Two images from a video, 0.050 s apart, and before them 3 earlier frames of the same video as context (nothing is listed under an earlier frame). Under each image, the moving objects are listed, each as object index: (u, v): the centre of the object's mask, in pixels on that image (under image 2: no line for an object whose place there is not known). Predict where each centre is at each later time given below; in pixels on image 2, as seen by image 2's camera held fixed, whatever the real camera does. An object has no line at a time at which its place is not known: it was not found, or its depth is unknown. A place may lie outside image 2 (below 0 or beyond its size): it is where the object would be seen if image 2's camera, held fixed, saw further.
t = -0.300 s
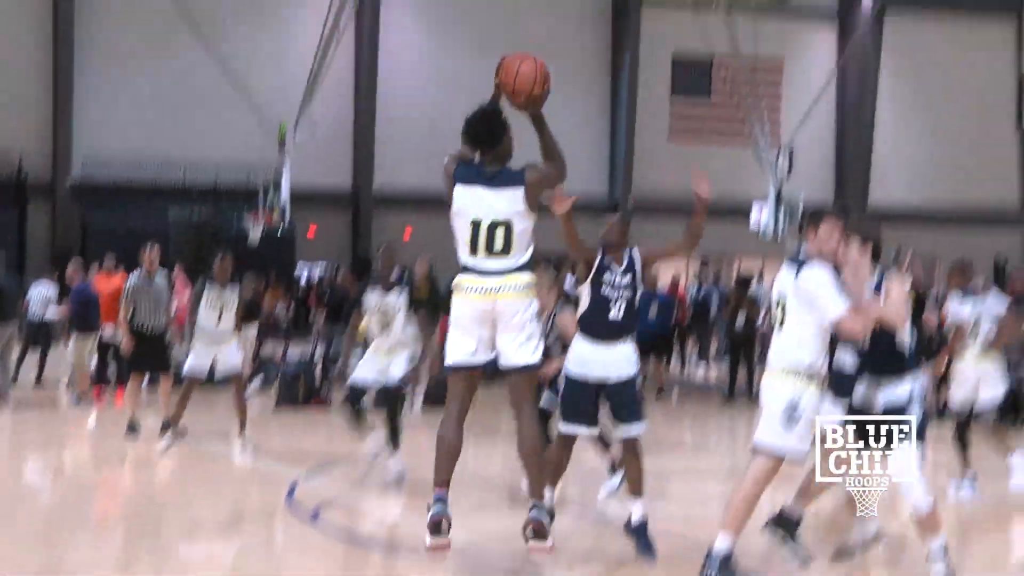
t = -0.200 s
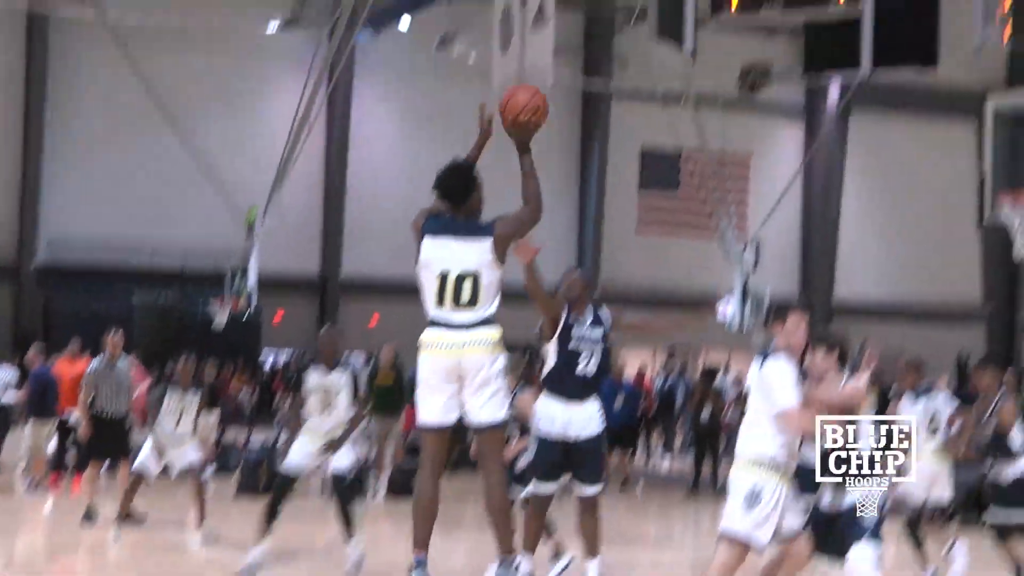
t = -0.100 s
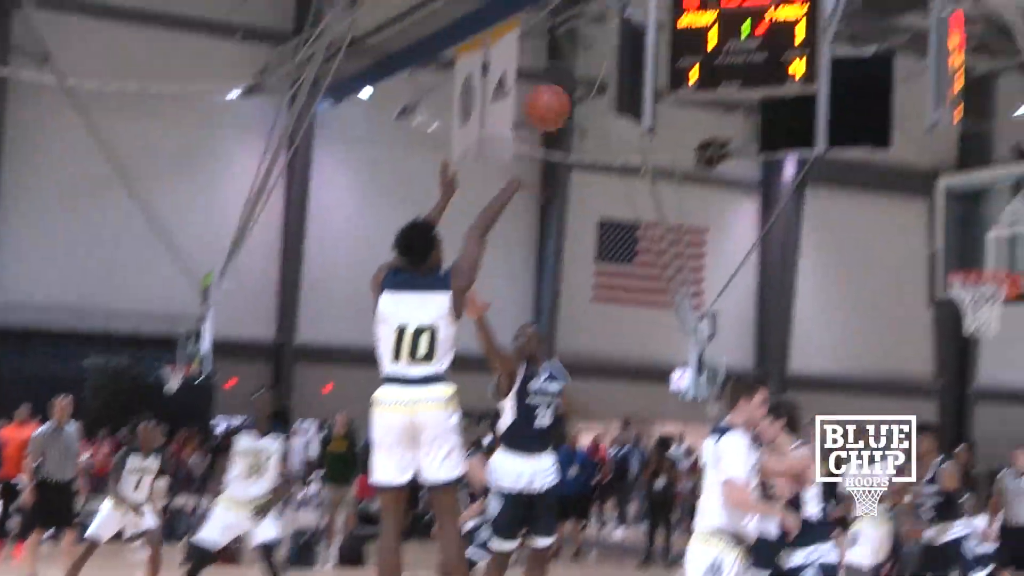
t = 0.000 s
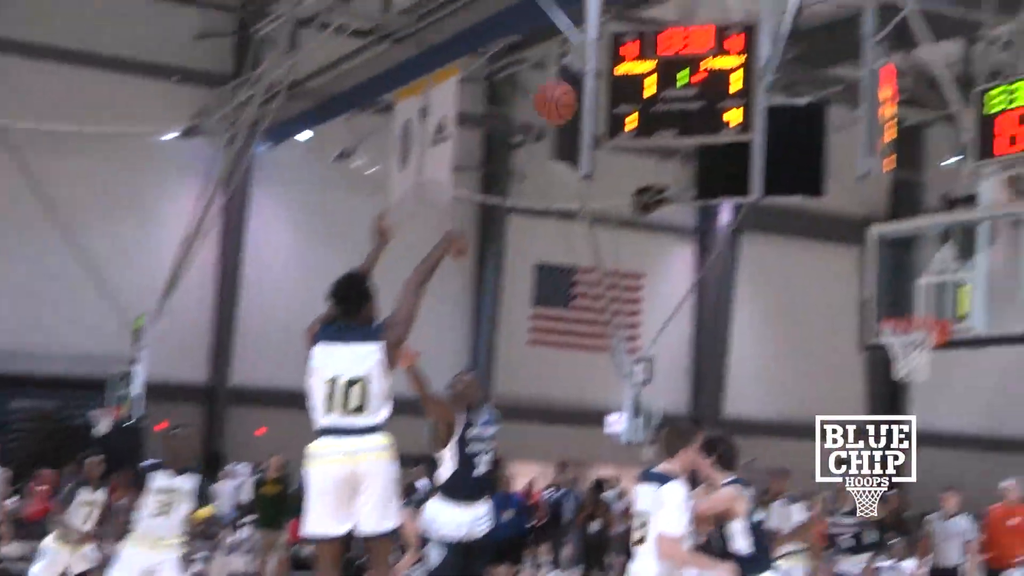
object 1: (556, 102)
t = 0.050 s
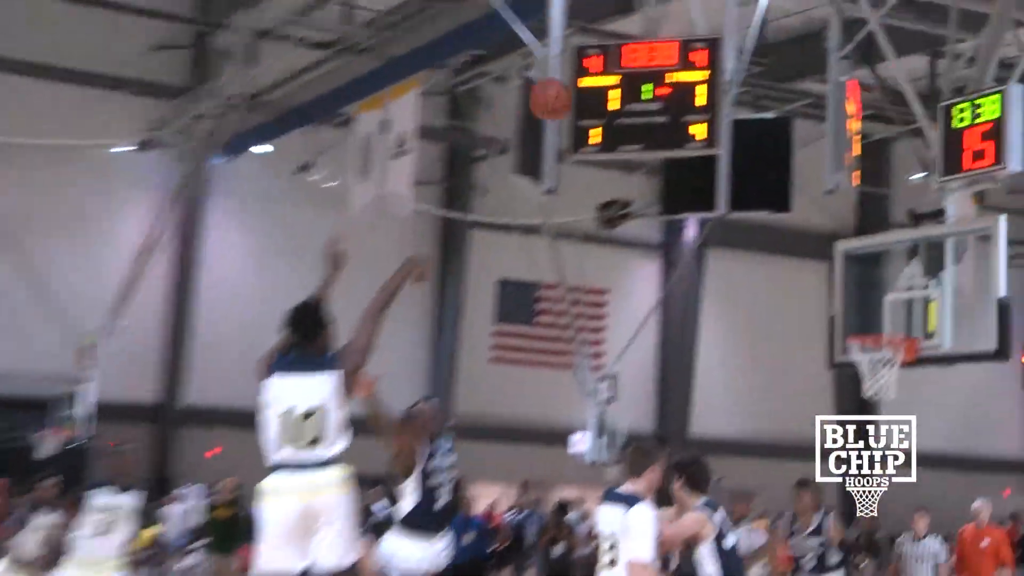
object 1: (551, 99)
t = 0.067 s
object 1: (561, 94)
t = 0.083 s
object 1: (571, 93)
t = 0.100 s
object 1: (581, 92)
